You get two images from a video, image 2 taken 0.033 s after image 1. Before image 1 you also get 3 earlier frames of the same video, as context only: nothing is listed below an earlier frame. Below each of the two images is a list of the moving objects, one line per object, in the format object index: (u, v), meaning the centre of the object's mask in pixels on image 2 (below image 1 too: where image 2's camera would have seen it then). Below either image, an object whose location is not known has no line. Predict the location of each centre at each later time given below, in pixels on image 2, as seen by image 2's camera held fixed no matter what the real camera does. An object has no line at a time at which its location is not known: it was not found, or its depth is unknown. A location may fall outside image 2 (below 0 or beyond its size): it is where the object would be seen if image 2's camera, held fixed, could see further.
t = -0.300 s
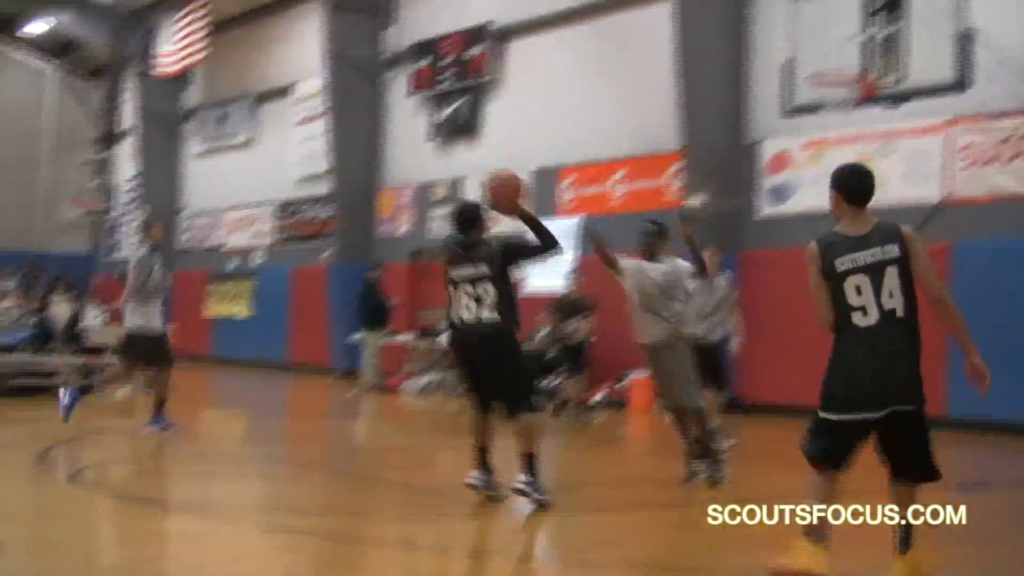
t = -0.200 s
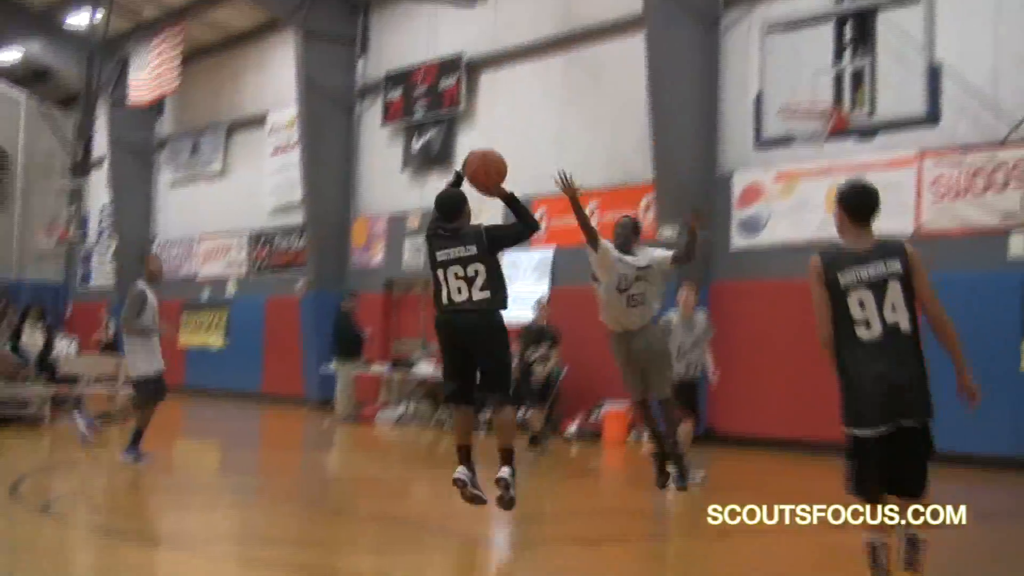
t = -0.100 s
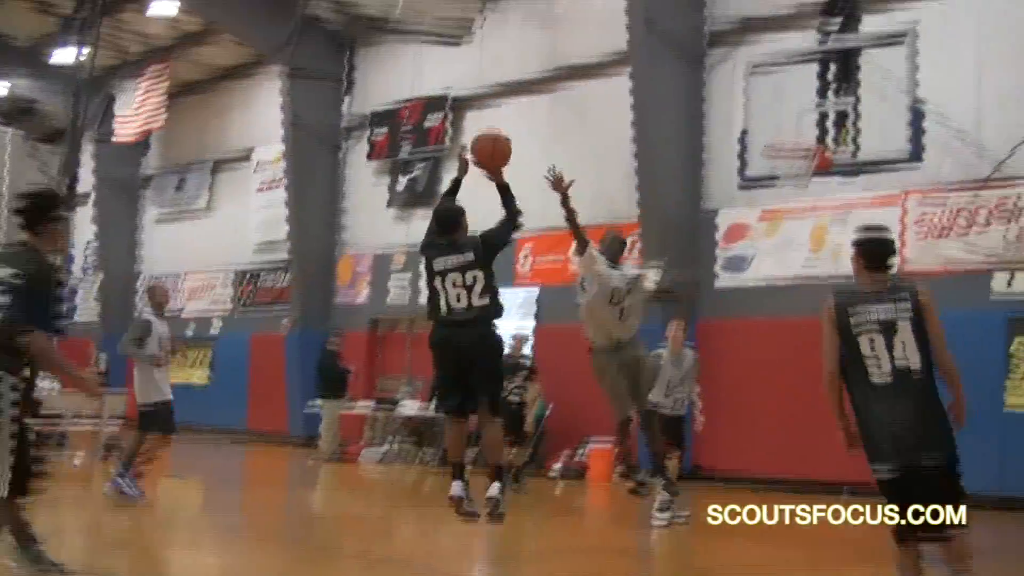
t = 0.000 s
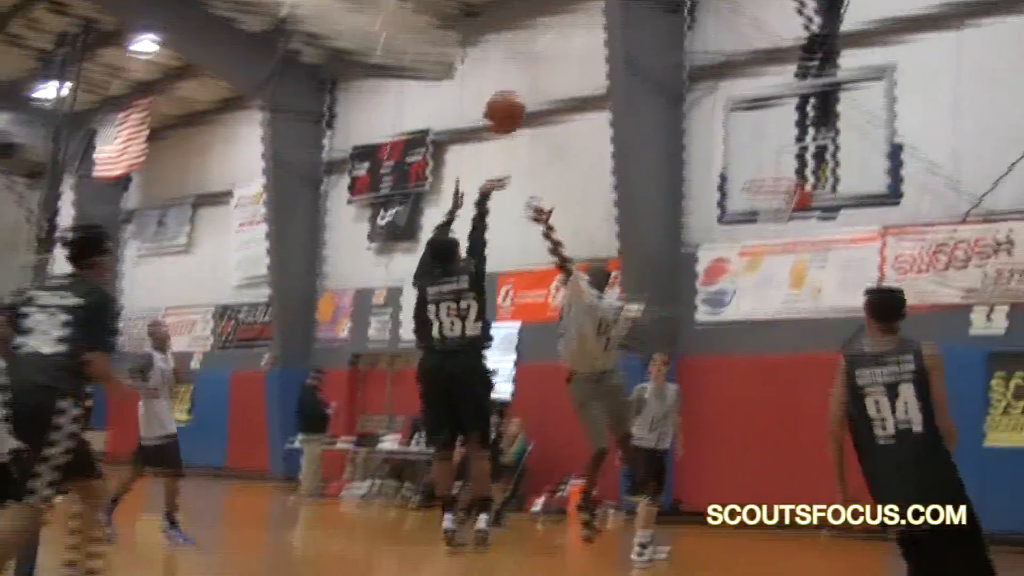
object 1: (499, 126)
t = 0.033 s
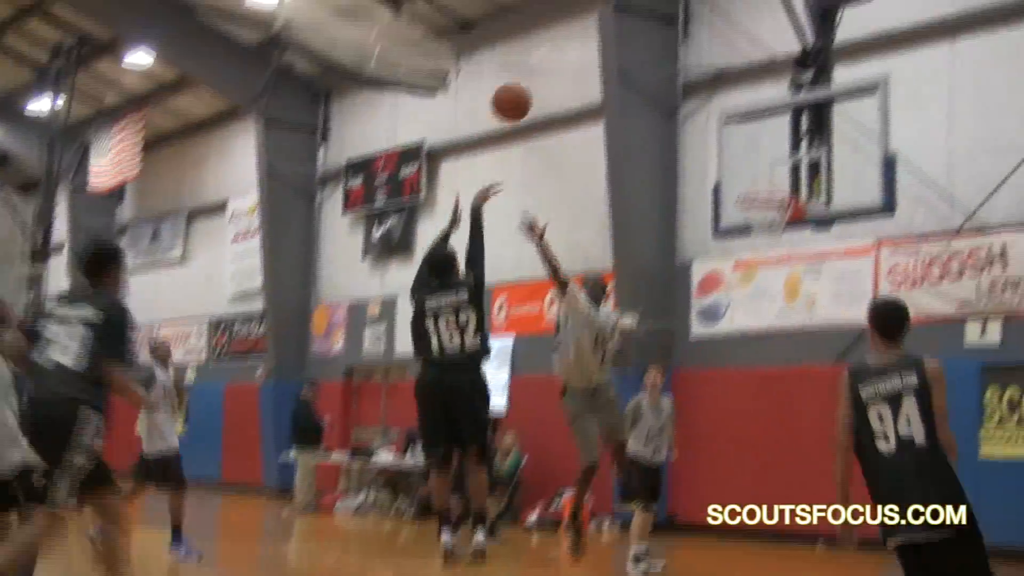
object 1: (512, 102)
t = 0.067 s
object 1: (524, 82)
